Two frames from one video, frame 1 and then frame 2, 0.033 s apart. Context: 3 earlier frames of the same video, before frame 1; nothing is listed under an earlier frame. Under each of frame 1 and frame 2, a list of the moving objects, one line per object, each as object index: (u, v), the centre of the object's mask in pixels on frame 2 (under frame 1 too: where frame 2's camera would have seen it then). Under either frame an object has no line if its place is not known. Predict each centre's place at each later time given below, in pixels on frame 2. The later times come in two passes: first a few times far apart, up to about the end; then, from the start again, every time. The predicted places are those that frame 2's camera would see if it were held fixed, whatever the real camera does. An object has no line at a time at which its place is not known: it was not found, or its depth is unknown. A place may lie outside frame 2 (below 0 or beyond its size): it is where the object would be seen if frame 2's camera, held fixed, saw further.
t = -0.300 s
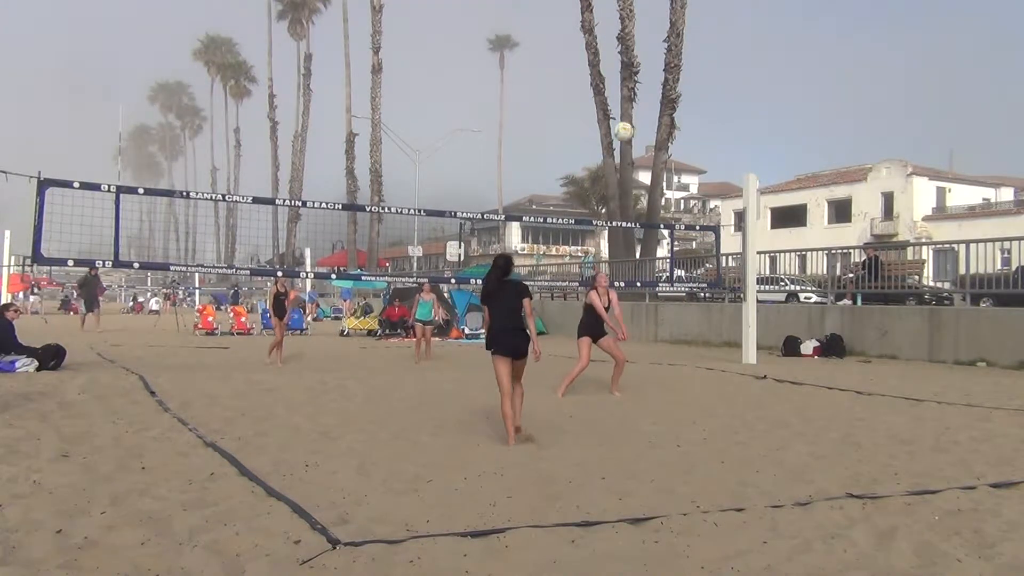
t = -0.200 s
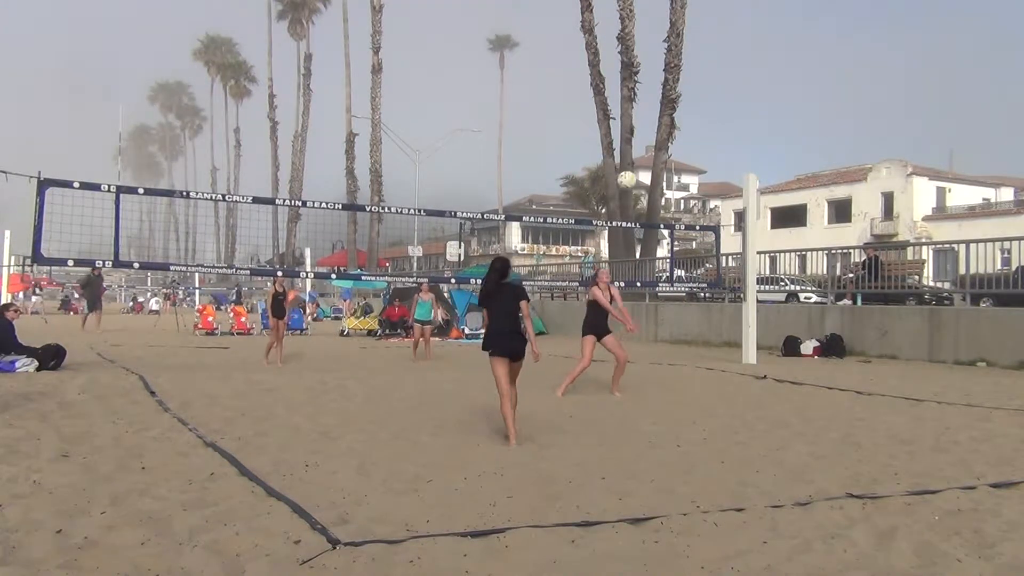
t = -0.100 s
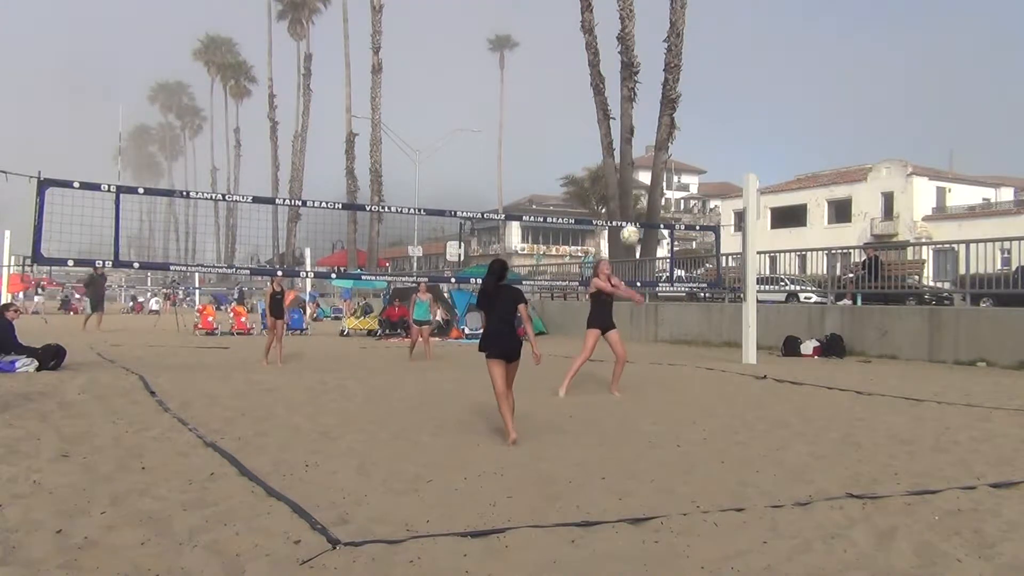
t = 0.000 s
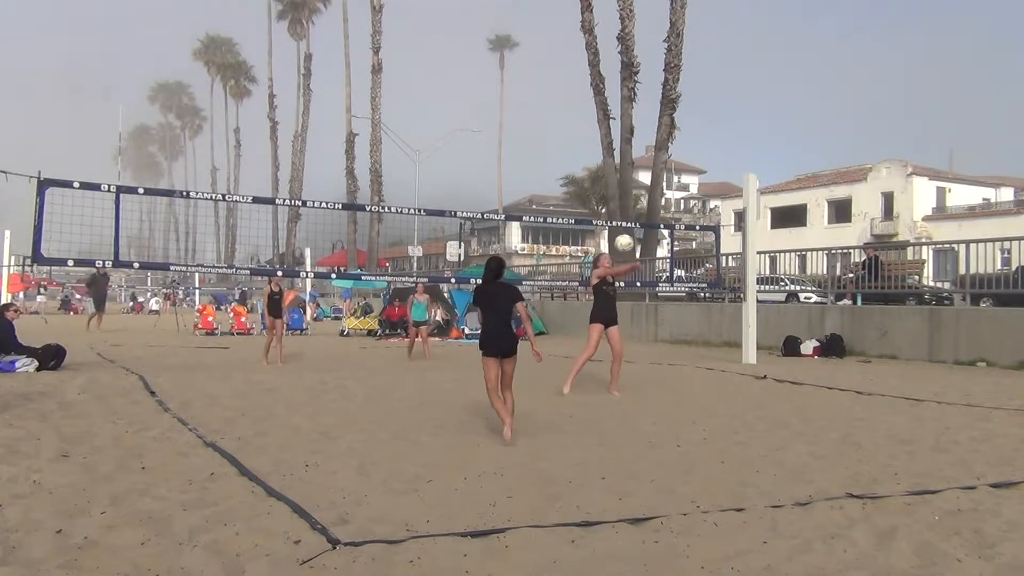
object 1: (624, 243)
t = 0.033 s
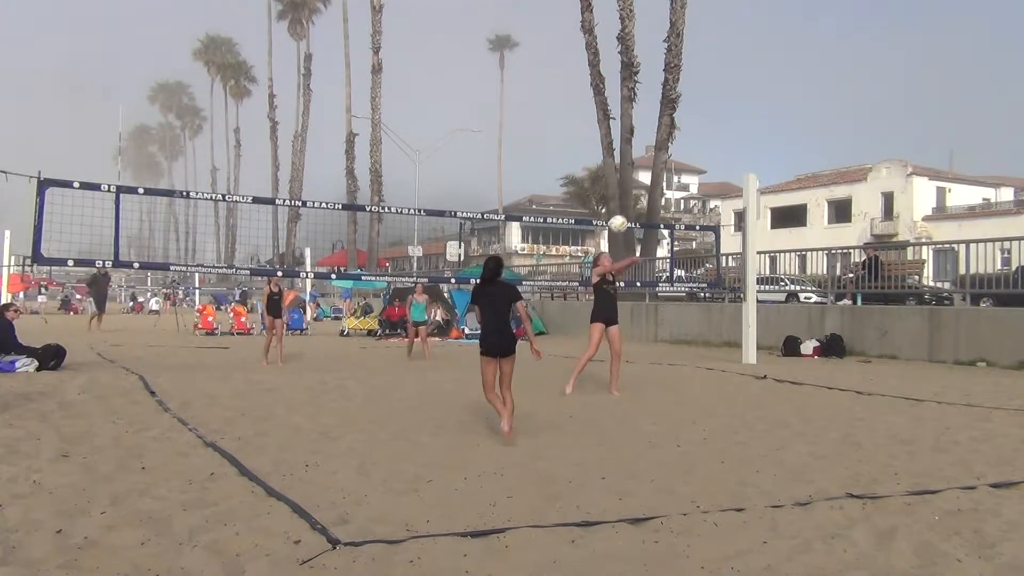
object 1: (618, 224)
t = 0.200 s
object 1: (589, 143)
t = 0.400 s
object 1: (554, 75)
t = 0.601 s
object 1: (518, 41)
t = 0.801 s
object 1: (483, 42)
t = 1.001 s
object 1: (447, 78)
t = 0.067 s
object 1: (612, 206)
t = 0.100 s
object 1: (606, 188)
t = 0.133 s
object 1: (600, 172)
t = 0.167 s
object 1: (595, 157)
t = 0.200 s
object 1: (589, 143)
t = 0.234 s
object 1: (583, 129)
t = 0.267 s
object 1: (577, 116)
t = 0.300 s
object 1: (571, 105)
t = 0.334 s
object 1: (565, 94)
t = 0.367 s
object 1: (559, 84)
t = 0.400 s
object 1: (554, 75)
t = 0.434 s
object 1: (548, 67)
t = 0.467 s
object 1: (542, 60)
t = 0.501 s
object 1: (536, 54)
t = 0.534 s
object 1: (530, 49)
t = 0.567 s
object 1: (524, 45)
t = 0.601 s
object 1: (518, 41)
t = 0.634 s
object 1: (512, 39)
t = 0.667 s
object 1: (506, 37)
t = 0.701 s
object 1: (500, 36)
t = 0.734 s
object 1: (494, 37)
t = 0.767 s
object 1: (488, 39)
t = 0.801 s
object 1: (483, 42)
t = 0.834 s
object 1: (476, 45)
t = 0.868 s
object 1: (470, 50)
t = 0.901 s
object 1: (464, 55)
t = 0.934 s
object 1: (459, 62)
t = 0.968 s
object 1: (452, 69)
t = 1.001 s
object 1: (447, 78)
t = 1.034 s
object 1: (441, 87)
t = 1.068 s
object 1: (435, 98)
